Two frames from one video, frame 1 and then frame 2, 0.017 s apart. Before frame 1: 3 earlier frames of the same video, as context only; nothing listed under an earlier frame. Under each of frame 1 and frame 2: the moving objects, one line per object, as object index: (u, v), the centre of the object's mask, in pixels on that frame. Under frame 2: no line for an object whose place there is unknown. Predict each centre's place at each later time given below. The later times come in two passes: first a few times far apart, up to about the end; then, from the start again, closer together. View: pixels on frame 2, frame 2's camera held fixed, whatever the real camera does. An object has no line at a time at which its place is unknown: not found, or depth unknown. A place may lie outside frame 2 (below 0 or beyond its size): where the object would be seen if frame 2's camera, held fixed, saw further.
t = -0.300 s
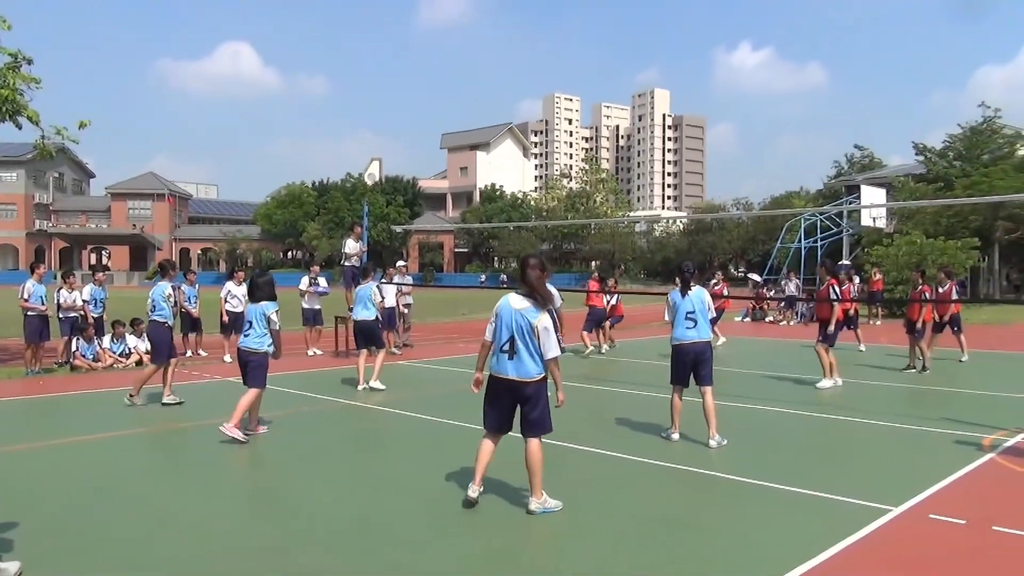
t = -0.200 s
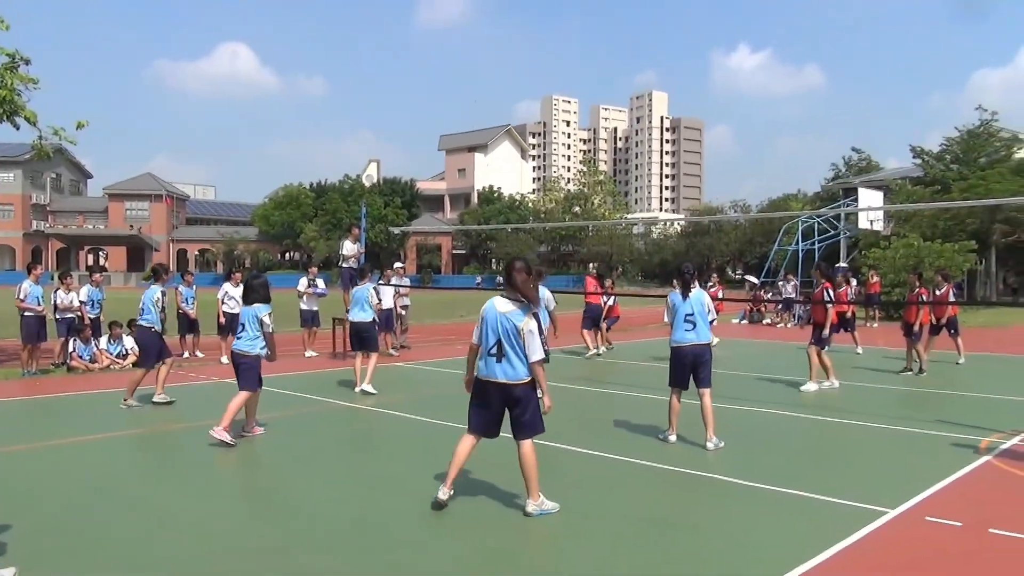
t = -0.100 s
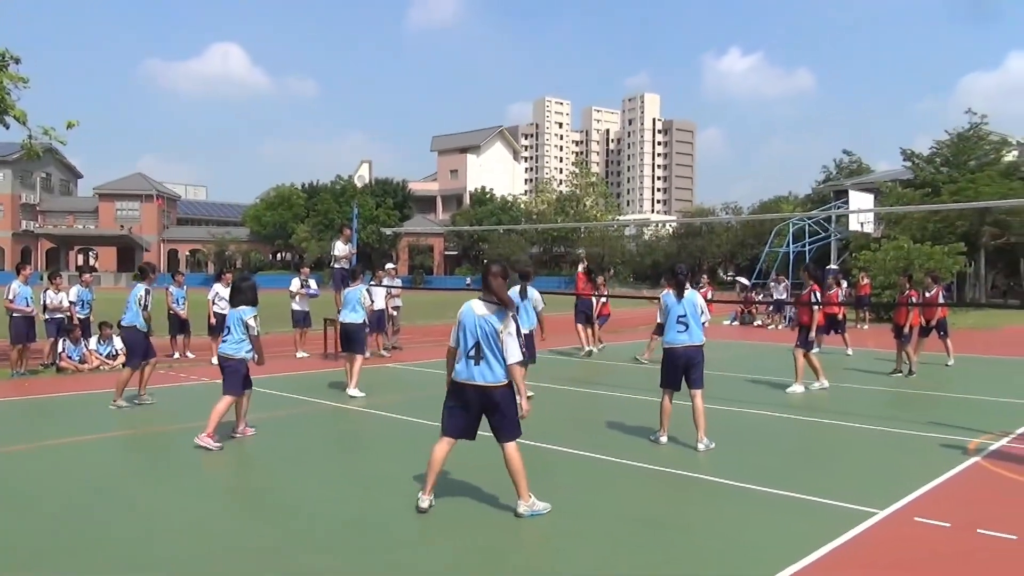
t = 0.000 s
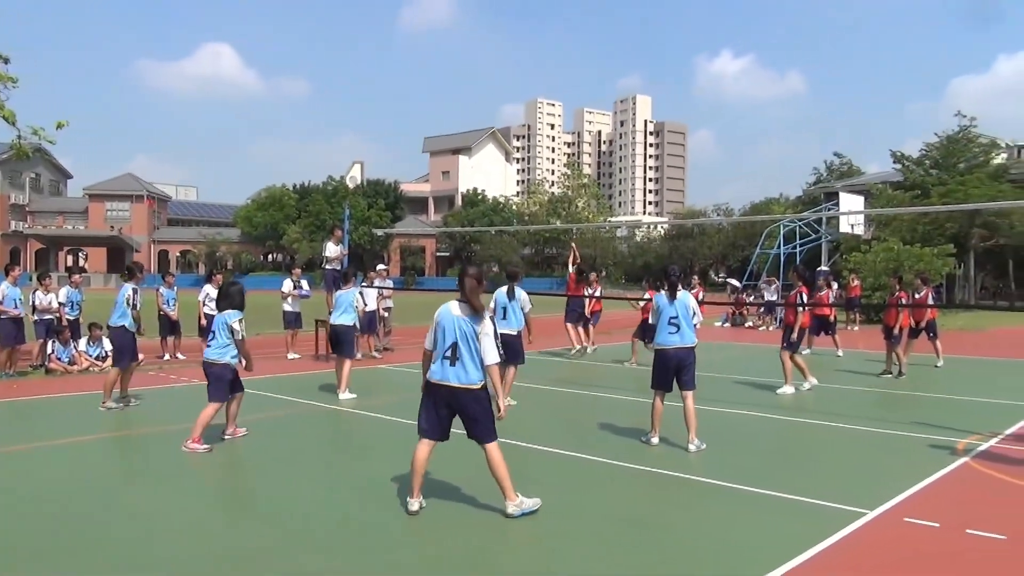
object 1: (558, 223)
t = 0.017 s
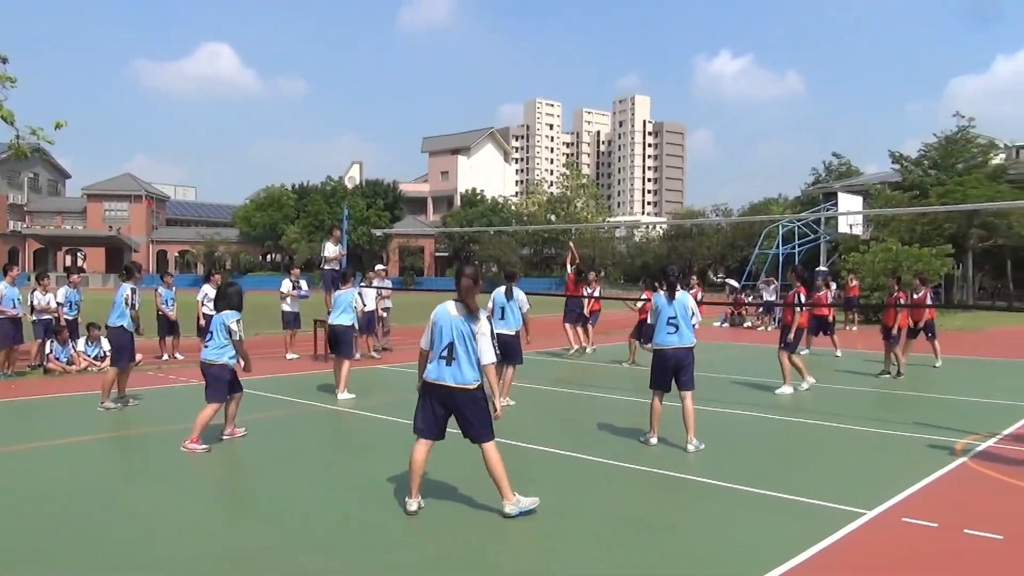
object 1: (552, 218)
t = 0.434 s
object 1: (455, 110)
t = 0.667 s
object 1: (395, 84)
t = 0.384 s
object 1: (468, 119)
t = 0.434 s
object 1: (455, 110)
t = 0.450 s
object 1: (451, 107)
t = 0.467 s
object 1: (447, 105)
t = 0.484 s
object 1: (443, 102)
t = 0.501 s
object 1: (439, 100)
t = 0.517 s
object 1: (435, 97)
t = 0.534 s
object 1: (430, 95)
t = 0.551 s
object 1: (426, 93)
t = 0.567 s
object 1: (422, 91)
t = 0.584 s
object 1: (418, 90)
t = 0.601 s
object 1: (413, 88)
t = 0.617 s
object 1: (409, 87)
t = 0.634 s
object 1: (404, 86)
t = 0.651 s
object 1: (399, 85)
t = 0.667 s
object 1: (395, 84)
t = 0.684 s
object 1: (390, 84)
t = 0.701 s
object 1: (386, 83)
